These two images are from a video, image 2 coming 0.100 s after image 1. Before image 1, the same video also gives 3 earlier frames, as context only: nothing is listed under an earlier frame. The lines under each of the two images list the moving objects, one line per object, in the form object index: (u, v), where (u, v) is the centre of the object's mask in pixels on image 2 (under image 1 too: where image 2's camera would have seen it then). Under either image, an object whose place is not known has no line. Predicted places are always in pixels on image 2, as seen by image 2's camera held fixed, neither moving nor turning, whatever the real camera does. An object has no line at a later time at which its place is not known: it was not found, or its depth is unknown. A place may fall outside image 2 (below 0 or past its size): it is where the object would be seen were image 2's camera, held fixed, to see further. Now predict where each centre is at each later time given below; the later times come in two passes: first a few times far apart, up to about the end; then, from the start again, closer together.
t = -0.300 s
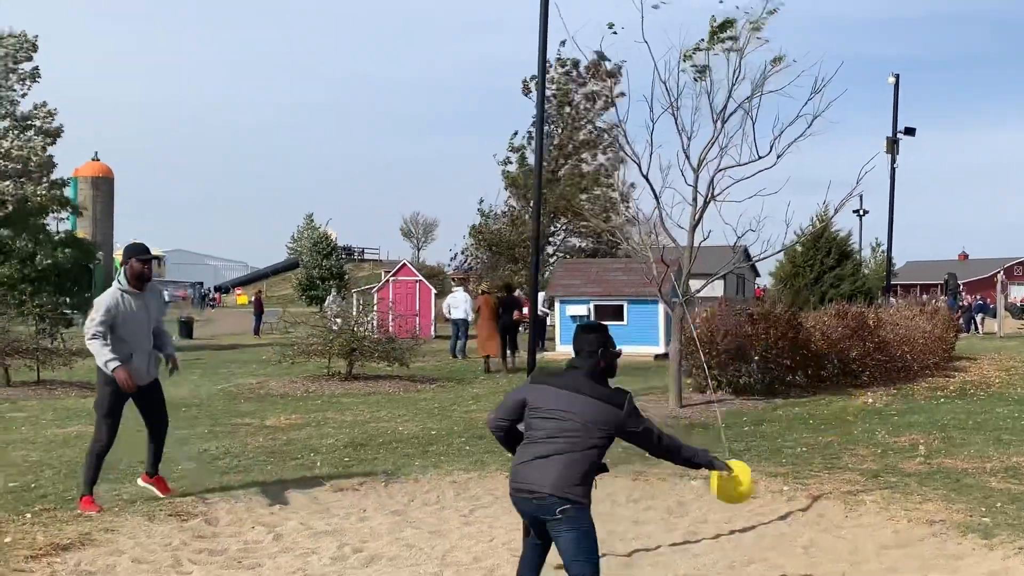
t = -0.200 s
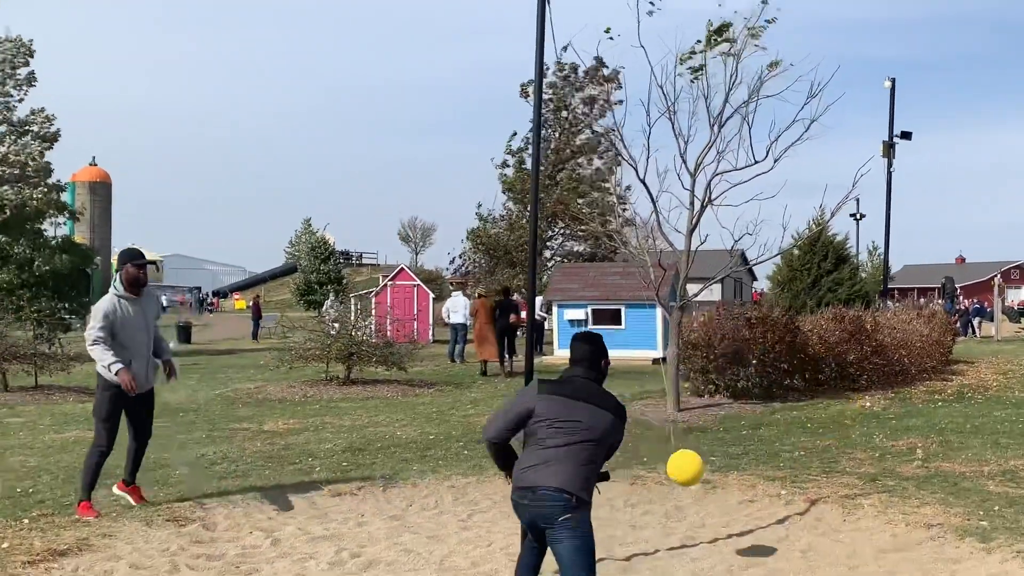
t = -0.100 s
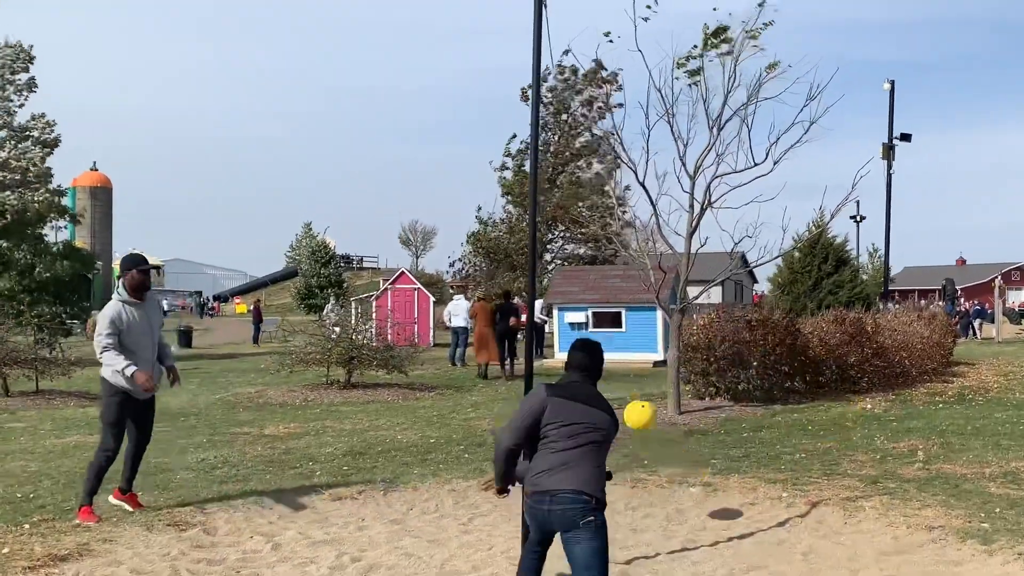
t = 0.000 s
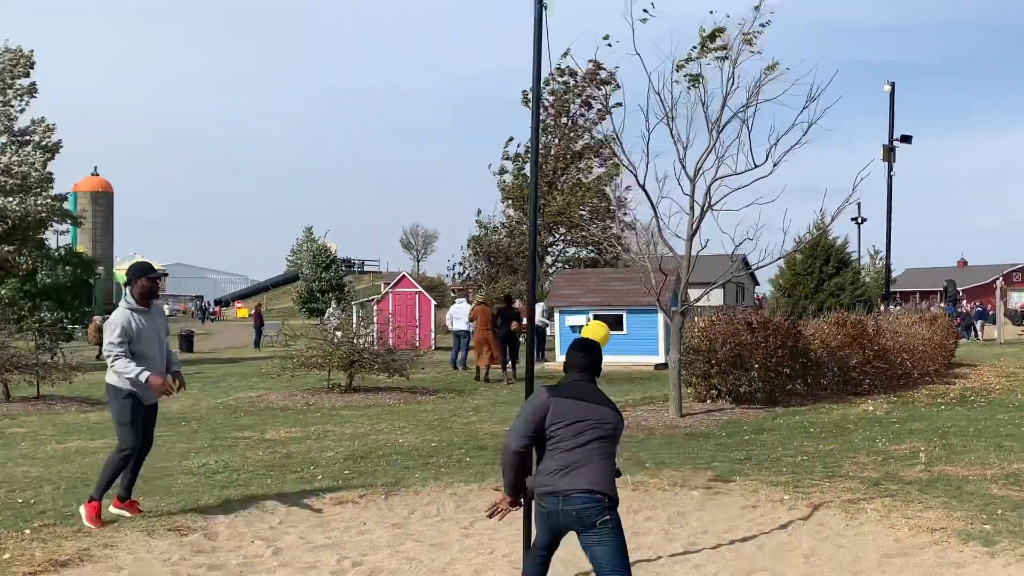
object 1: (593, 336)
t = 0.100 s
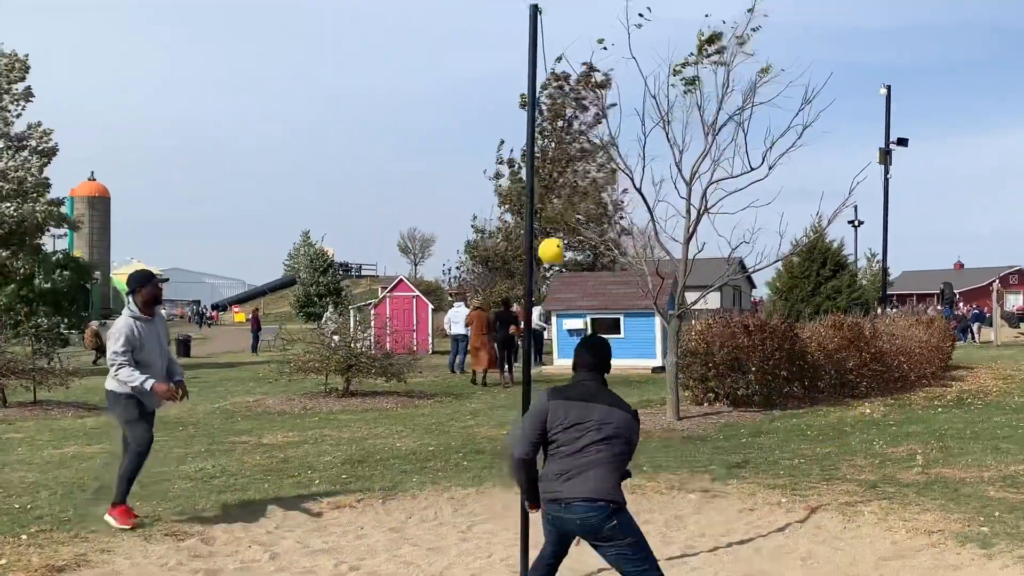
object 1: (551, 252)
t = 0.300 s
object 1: (489, 89)
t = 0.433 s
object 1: (452, 0)
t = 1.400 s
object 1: (311, 60)
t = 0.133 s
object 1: (542, 223)
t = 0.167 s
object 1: (521, 193)
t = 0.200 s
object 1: (516, 165)
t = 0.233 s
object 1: (508, 140)
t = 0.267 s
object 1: (498, 114)
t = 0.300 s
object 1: (489, 89)
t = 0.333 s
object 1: (479, 65)
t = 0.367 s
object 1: (469, 42)
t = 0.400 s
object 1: (460, 20)
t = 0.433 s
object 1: (452, 0)
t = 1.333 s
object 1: (316, 3)
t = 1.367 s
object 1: (313, 31)
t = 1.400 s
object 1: (311, 60)
